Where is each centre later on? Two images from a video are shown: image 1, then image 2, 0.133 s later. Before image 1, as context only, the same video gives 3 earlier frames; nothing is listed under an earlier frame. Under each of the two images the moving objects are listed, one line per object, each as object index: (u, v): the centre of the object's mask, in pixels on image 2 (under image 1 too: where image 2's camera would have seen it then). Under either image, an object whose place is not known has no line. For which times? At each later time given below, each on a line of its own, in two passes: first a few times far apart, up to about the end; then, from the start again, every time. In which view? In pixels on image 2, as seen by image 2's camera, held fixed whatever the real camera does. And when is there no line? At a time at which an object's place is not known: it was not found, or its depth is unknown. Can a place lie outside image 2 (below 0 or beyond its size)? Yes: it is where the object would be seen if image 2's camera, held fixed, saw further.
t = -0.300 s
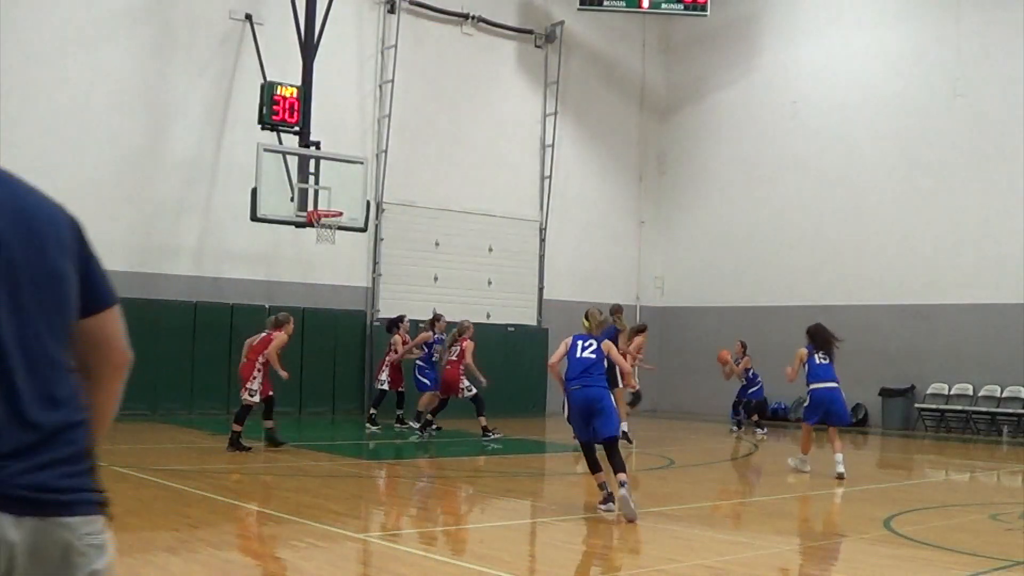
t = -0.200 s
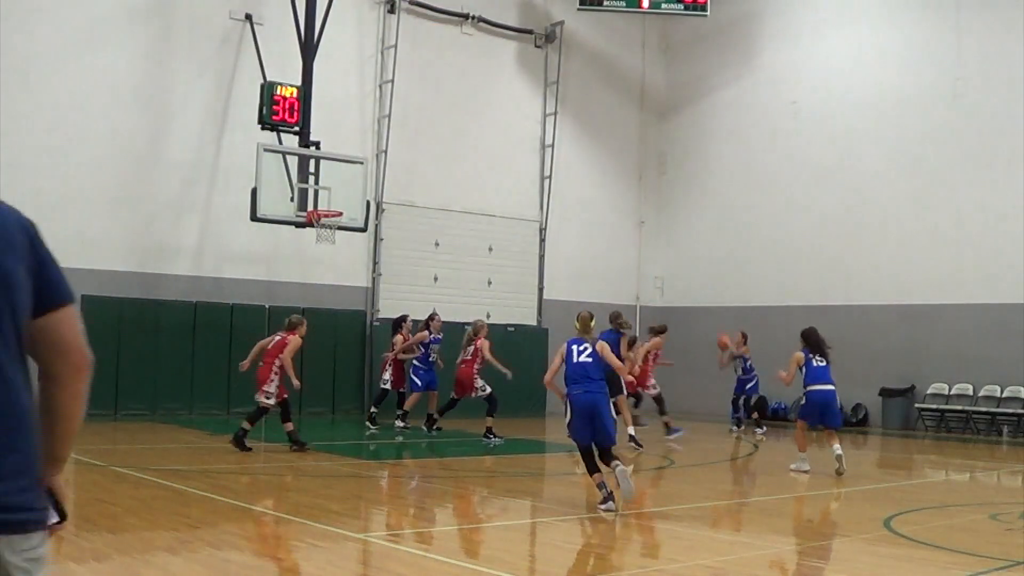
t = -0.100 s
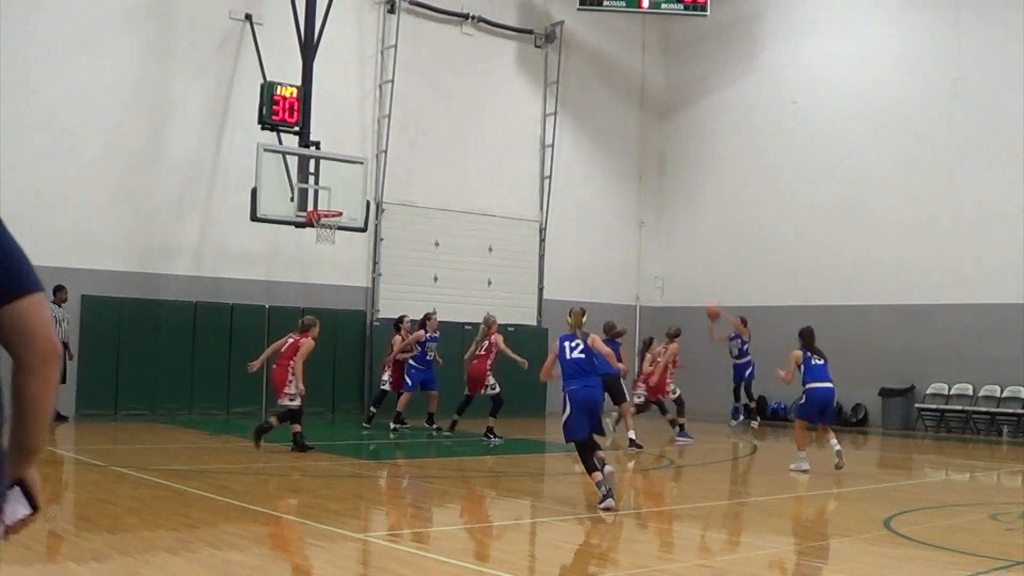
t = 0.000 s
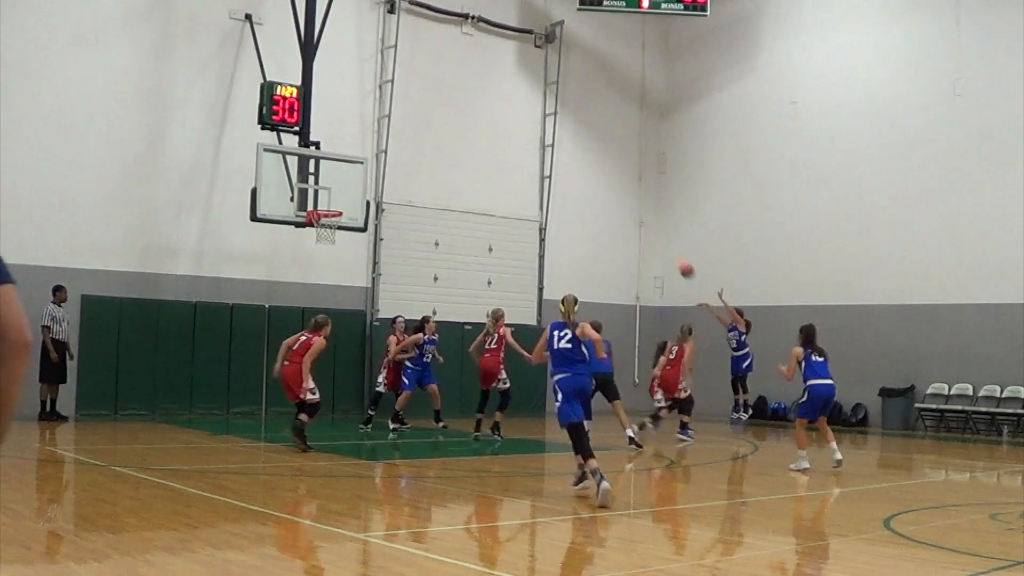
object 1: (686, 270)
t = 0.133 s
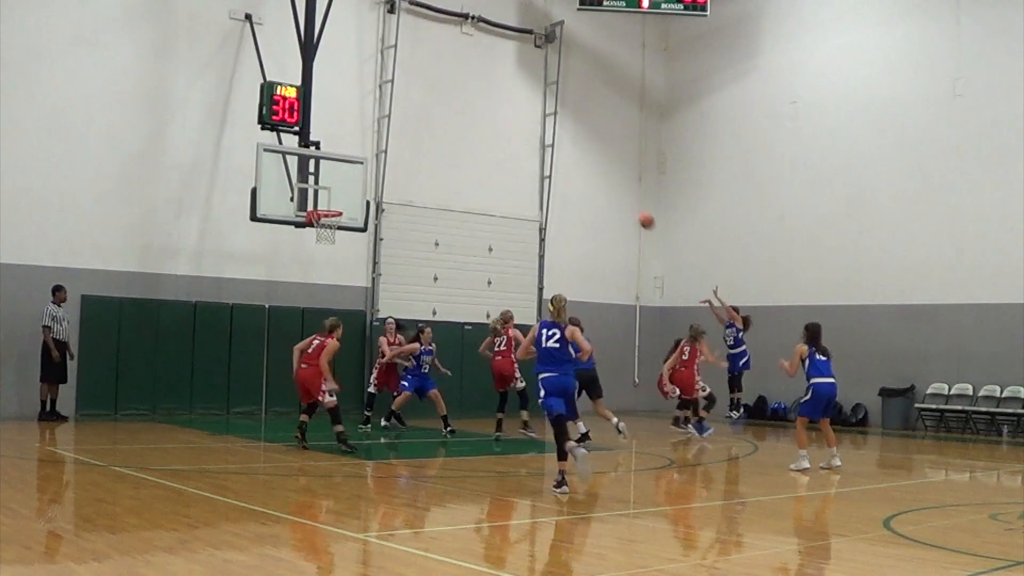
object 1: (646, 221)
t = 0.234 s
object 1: (616, 191)
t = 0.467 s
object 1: (544, 145)
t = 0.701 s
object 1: (470, 134)
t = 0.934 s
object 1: (393, 159)
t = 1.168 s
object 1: (314, 219)
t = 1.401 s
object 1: (305, 246)
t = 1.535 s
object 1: (302, 274)
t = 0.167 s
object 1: (636, 211)
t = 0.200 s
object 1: (626, 200)
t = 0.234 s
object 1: (616, 191)
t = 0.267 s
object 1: (606, 183)
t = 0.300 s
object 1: (596, 175)
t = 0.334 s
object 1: (585, 168)
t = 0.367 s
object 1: (575, 161)
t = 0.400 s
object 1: (565, 155)
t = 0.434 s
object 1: (554, 150)
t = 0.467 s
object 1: (544, 145)
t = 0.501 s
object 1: (533, 142)
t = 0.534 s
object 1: (523, 138)
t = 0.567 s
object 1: (513, 136)
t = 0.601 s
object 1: (502, 135)
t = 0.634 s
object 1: (491, 134)
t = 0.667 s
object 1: (480, 133)
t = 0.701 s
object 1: (470, 134)
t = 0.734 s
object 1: (459, 136)
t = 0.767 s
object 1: (448, 138)
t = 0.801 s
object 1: (437, 141)
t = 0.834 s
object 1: (426, 144)
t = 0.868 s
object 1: (415, 148)
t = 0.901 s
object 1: (404, 153)
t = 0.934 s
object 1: (393, 159)
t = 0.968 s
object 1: (382, 166)
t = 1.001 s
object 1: (369, 173)
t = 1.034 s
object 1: (359, 181)
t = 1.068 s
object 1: (348, 190)
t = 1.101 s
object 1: (336, 200)
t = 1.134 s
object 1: (326, 209)
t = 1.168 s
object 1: (314, 219)
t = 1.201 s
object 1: (310, 224)
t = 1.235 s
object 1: (309, 226)
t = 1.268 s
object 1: (308, 228)
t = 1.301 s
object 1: (307, 231)
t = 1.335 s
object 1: (307, 236)
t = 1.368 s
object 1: (306, 240)
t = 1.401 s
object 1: (305, 246)
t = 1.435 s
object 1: (304, 251)
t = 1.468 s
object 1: (303, 259)
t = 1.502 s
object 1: (303, 266)
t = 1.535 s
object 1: (302, 274)
